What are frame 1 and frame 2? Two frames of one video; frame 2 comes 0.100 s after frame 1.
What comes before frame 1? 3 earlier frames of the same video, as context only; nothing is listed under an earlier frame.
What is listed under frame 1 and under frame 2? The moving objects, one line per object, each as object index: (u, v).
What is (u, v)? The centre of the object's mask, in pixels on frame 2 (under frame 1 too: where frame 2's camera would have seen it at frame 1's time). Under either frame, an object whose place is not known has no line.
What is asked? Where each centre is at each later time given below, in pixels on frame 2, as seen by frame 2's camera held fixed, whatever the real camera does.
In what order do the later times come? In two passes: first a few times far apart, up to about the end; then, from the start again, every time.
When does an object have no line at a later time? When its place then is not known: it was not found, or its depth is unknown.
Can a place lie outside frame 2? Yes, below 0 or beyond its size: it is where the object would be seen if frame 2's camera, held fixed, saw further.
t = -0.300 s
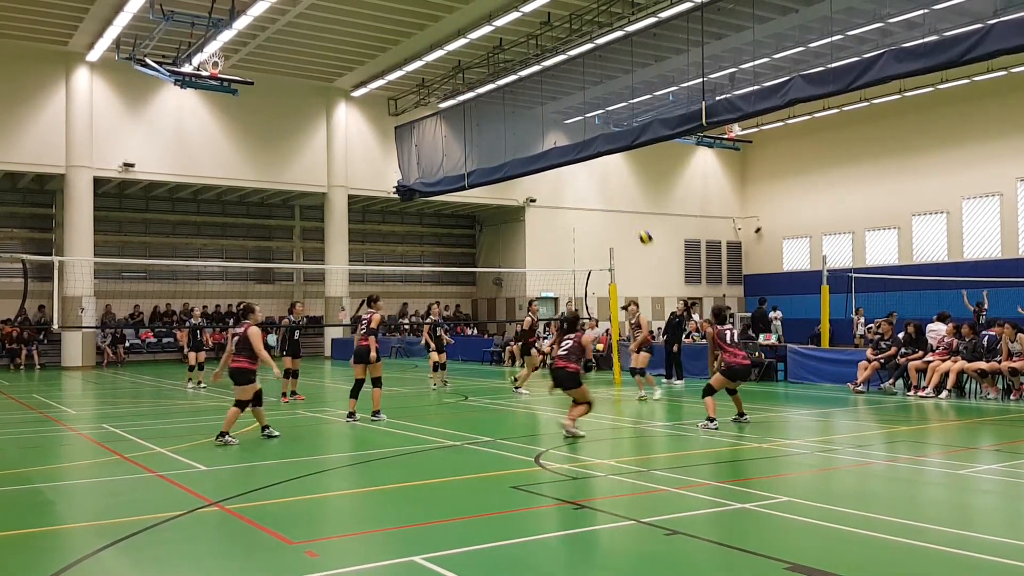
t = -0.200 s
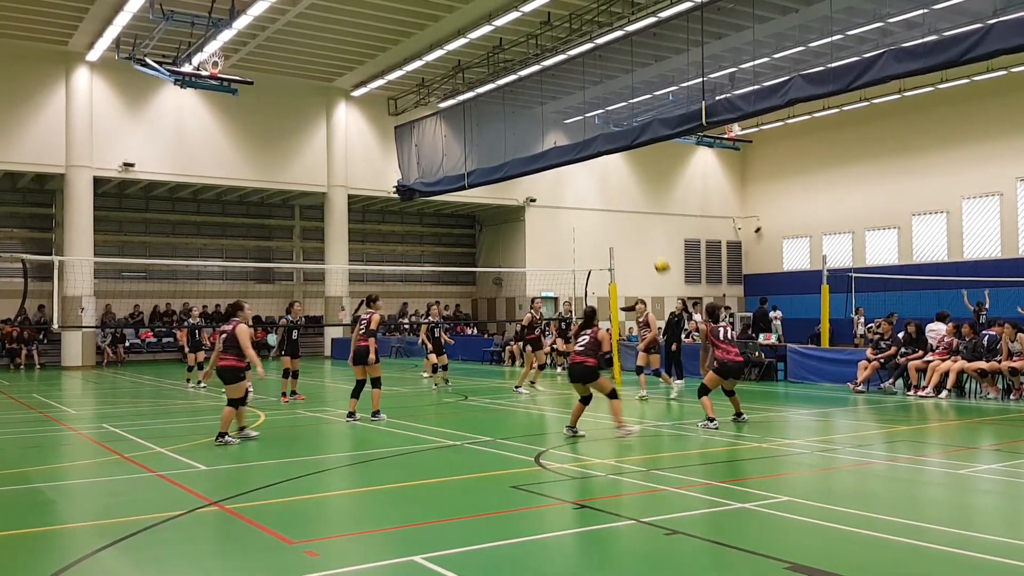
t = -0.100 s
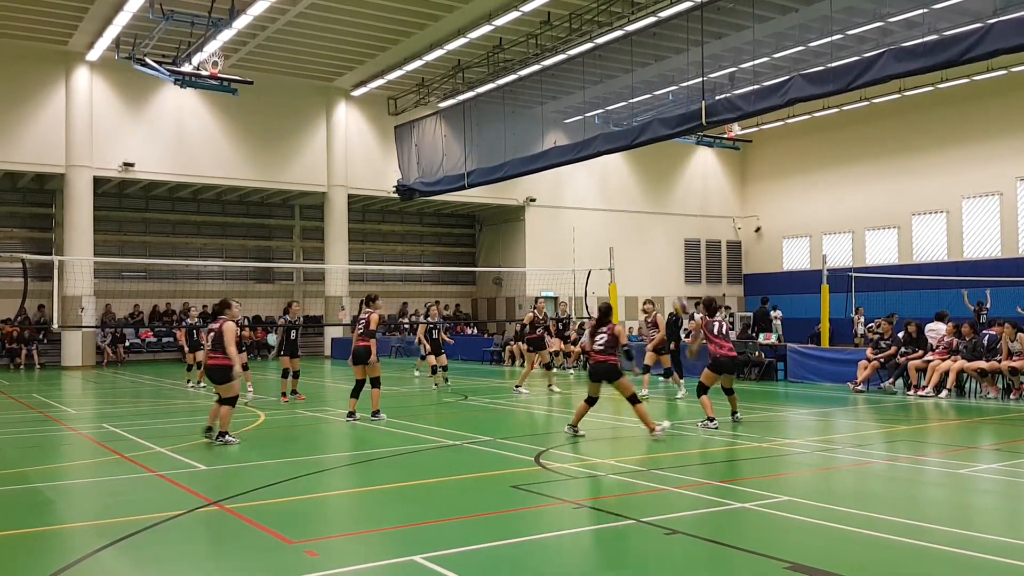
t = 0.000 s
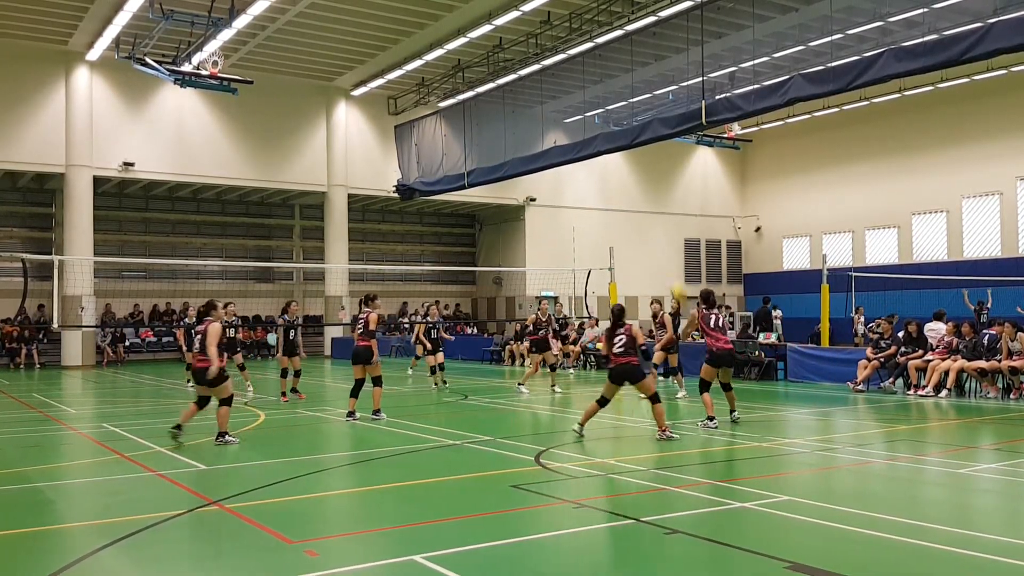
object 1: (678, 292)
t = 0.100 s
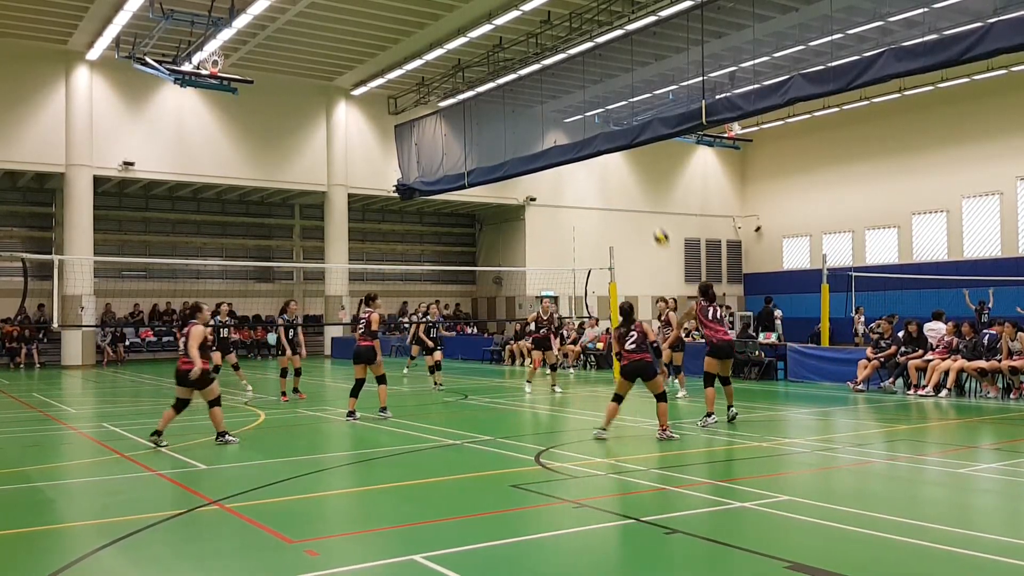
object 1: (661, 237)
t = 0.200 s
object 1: (645, 191)
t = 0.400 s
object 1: (615, 127)
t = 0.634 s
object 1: (583, 92)
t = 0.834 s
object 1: (557, 93)
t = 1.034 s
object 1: (536, 119)
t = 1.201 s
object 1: (517, 158)
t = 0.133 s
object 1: (655, 221)
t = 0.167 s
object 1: (650, 205)
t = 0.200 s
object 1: (645, 191)
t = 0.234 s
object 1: (639, 177)
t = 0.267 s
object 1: (634, 164)
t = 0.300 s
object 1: (629, 154)
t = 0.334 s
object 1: (624, 143)
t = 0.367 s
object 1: (620, 136)
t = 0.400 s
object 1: (615, 127)
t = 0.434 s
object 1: (611, 120)
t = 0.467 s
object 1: (606, 113)
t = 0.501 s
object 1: (600, 107)
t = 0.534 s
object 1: (595, 102)
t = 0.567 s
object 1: (592, 98)
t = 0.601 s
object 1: (587, 95)
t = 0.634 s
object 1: (583, 92)
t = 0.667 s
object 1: (579, 91)
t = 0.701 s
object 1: (574, 90)
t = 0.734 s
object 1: (571, 90)
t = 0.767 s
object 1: (566, 90)
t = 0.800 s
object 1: (562, 91)
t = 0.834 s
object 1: (557, 93)
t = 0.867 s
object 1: (554, 95)
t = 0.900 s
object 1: (551, 99)
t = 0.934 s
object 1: (546, 103)
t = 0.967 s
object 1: (543, 108)
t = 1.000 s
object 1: (539, 113)
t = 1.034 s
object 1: (536, 119)
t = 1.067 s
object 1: (532, 125)
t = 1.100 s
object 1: (527, 132)
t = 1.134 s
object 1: (524, 140)
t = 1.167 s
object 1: (521, 148)
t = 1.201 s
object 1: (517, 158)
